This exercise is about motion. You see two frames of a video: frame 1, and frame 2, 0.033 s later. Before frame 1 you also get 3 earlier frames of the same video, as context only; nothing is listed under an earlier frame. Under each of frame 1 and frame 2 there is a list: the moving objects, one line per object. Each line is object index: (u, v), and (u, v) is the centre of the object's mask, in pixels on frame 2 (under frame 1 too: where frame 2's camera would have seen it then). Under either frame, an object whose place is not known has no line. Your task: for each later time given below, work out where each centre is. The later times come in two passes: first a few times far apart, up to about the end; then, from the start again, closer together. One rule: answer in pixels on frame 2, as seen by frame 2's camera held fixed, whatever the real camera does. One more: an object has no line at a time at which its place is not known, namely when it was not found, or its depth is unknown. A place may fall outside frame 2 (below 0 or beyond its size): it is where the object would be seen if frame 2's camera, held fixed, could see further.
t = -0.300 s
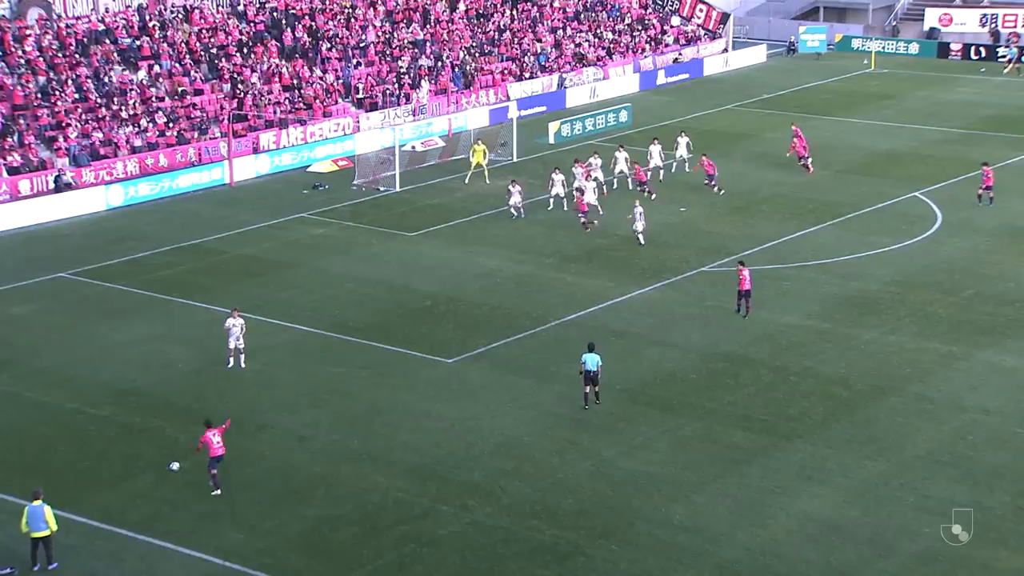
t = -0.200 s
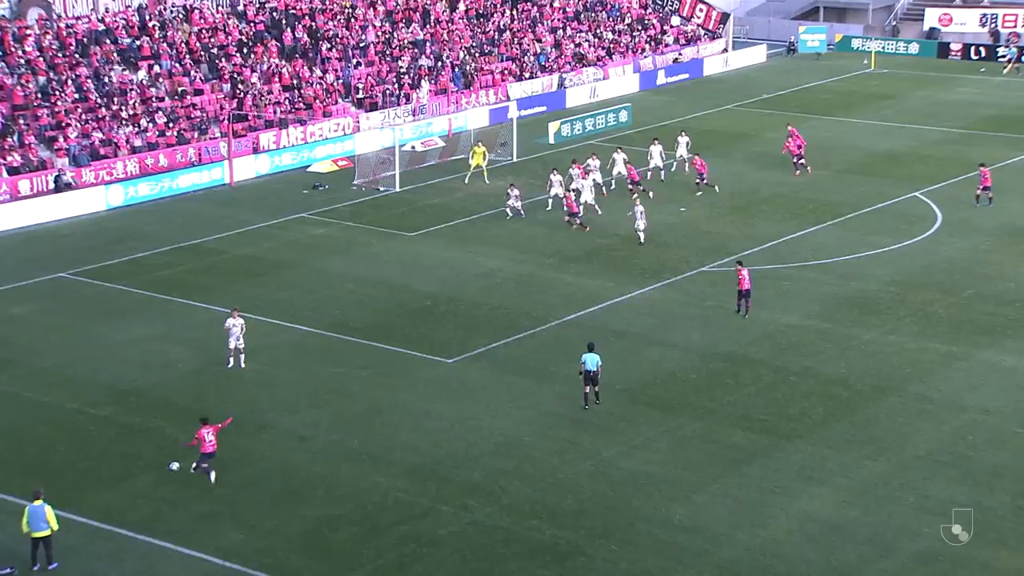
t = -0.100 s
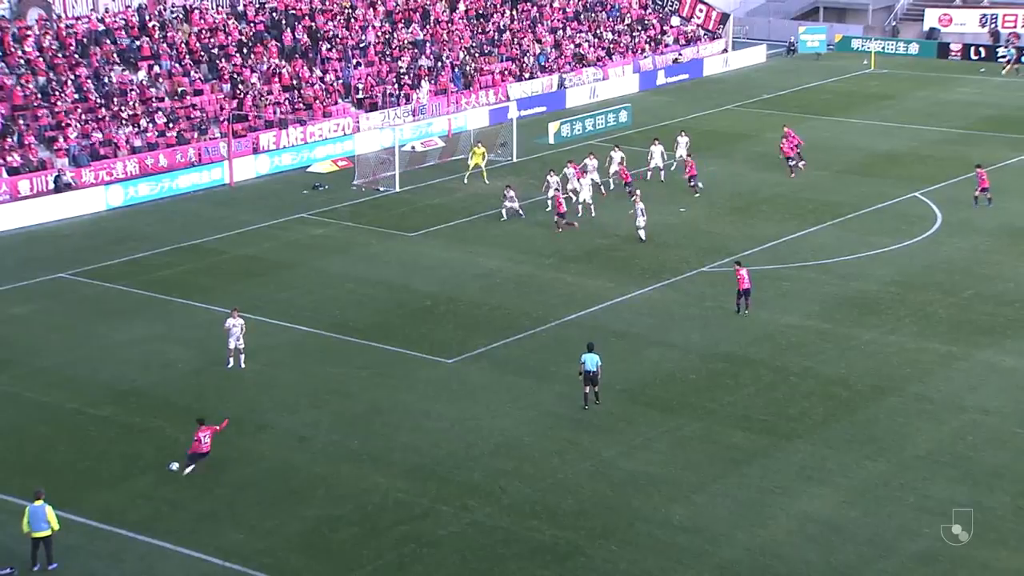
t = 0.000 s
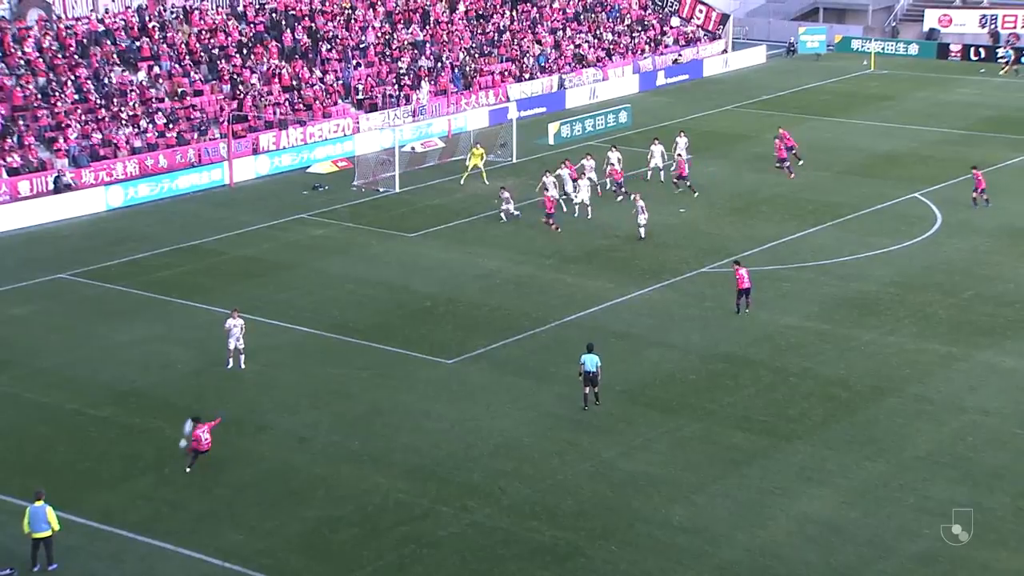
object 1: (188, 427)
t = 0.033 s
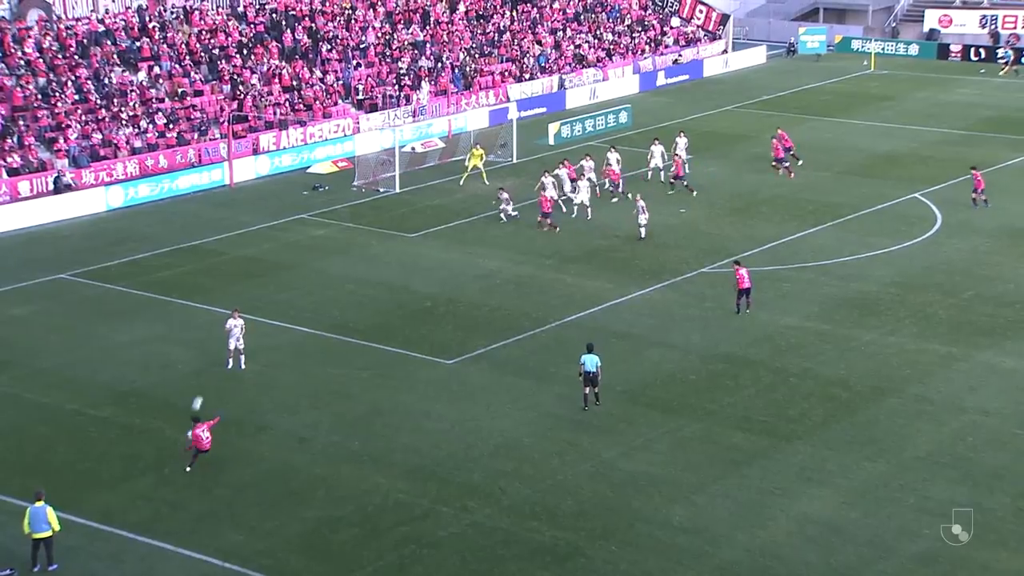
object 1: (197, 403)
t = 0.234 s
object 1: (251, 296)
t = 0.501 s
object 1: (325, 216)
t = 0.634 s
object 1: (361, 194)
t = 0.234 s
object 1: (251, 296)
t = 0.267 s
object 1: (260, 282)
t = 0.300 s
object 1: (269, 270)
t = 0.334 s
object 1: (278, 259)
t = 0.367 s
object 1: (288, 249)
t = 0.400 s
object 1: (297, 239)
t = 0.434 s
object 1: (306, 231)
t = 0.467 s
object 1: (315, 223)
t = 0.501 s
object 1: (325, 216)
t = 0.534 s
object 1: (334, 210)
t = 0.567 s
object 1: (343, 204)
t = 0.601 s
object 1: (352, 199)
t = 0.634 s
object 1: (361, 194)
